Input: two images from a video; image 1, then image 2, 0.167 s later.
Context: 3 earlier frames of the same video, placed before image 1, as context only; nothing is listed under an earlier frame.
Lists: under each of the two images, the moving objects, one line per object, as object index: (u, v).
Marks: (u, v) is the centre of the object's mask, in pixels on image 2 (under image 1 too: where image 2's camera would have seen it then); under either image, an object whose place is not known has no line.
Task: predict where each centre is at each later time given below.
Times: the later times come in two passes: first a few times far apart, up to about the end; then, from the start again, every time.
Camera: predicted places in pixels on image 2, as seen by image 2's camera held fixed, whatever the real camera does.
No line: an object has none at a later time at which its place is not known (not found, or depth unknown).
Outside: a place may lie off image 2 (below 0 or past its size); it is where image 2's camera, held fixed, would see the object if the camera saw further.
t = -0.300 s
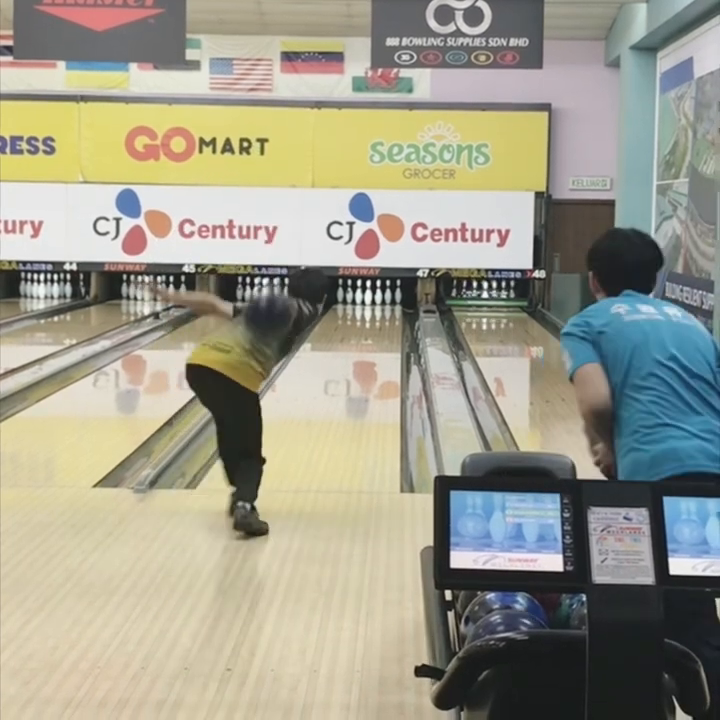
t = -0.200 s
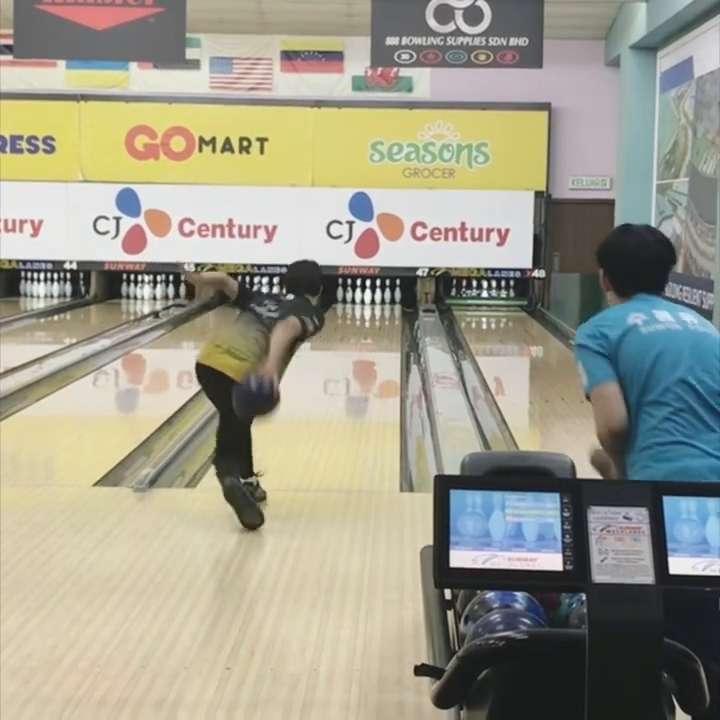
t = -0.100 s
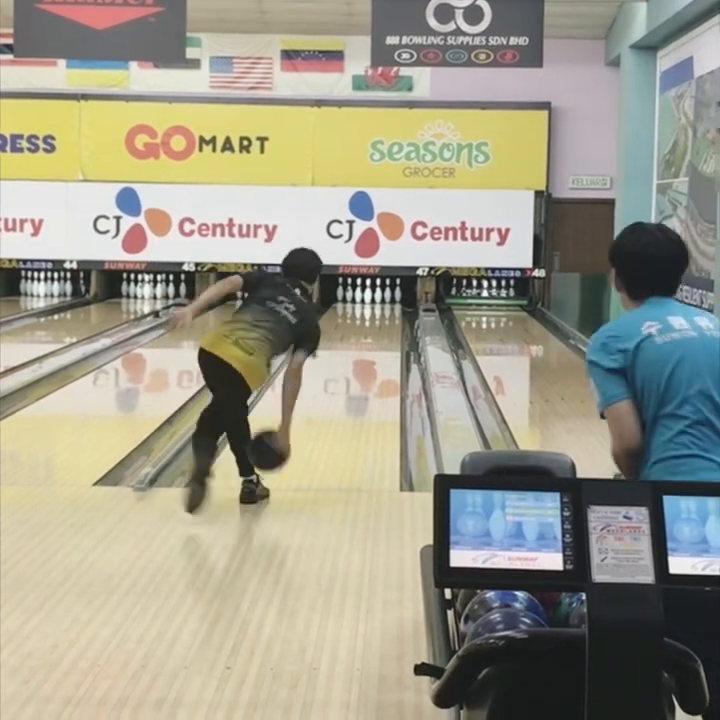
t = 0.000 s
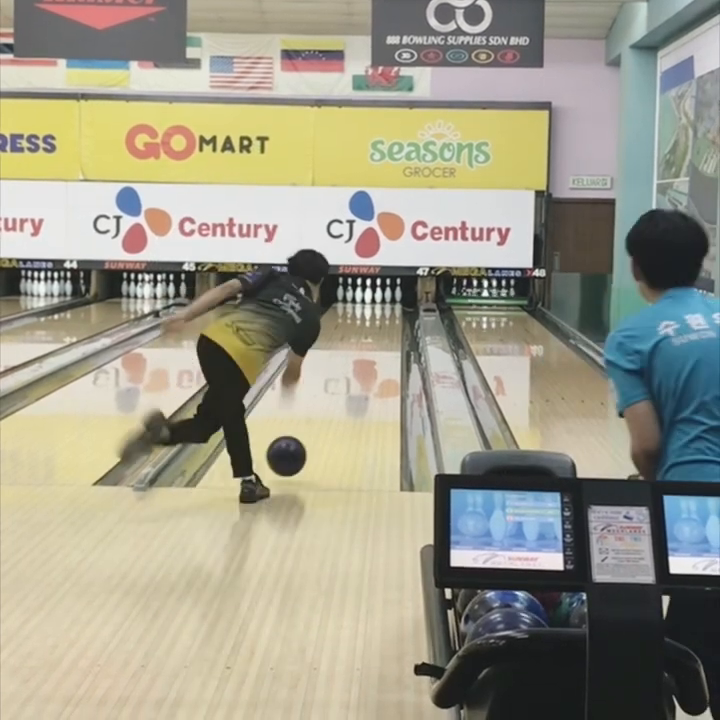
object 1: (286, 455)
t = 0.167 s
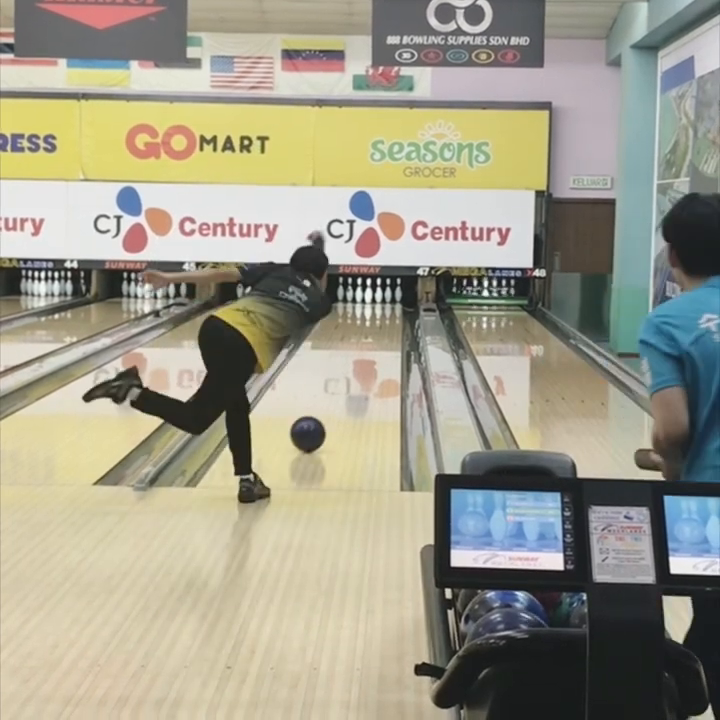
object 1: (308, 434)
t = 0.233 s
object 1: (315, 424)
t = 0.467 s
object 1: (335, 394)
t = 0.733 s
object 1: (352, 370)
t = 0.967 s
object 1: (363, 354)
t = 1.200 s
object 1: (371, 341)
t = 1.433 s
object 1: (377, 330)
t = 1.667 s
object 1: (381, 321)
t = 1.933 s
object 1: (383, 311)
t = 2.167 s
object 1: (381, 306)
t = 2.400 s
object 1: (378, 300)
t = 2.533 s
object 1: (377, 299)
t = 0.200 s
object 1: (311, 429)
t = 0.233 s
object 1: (315, 424)
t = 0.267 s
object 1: (318, 419)
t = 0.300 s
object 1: (321, 414)
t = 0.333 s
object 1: (324, 410)
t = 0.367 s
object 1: (327, 406)
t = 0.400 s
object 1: (330, 402)
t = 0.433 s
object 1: (332, 398)
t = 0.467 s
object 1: (335, 394)
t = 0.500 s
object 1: (337, 391)
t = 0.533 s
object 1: (339, 387)
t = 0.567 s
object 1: (342, 384)
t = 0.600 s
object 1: (344, 381)
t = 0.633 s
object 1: (346, 378)
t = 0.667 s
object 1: (348, 375)
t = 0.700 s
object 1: (350, 372)
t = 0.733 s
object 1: (352, 370)
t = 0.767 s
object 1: (353, 368)
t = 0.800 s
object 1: (355, 365)
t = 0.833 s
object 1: (356, 363)
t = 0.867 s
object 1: (358, 360)
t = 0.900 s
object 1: (360, 358)
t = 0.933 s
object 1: (361, 356)
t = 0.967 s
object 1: (363, 354)
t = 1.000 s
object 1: (364, 352)
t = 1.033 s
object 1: (365, 350)
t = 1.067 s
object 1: (366, 348)
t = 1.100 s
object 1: (367, 346)
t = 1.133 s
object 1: (368, 344)
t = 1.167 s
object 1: (370, 342)
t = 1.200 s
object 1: (371, 341)
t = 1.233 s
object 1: (372, 339)
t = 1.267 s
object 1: (373, 337)
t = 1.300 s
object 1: (374, 336)
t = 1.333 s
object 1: (375, 334)
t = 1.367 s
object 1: (376, 333)
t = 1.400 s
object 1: (376, 331)
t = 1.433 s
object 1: (377, 330)
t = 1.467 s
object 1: (378, 328)
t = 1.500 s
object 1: (378, 327)
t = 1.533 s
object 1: (379, 326)
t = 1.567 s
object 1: (380, 324)
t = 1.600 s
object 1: (380, 323)
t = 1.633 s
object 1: (380, 322)
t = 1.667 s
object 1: (381, 321)
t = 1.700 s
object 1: (381, 320)
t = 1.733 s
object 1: (382, 318)
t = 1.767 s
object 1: (382, 317)
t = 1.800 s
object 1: (382, 316)
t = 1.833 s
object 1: (382, 315)
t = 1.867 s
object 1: (382, 314)
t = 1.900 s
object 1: (383, 313)
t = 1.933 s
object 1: (383, 311)
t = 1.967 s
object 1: (383, 311)
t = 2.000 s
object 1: (383, 310)
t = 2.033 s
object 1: (383, 309)
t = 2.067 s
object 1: (382, 309)
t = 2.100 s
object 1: (382, 308)
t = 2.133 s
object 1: (381, 307)
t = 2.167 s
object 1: (381, 306)
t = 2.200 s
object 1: (381, 305)
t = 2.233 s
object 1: (381, 304)
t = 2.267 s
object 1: (380, 303)
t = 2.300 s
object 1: (380, 303)
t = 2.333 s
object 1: (380, 302)
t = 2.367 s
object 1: (379, 301)
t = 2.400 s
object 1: (378, 300)
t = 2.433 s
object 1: (377, 300)
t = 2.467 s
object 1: (377, 299)
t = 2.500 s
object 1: (377, 299)
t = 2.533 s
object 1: (377, 299)
